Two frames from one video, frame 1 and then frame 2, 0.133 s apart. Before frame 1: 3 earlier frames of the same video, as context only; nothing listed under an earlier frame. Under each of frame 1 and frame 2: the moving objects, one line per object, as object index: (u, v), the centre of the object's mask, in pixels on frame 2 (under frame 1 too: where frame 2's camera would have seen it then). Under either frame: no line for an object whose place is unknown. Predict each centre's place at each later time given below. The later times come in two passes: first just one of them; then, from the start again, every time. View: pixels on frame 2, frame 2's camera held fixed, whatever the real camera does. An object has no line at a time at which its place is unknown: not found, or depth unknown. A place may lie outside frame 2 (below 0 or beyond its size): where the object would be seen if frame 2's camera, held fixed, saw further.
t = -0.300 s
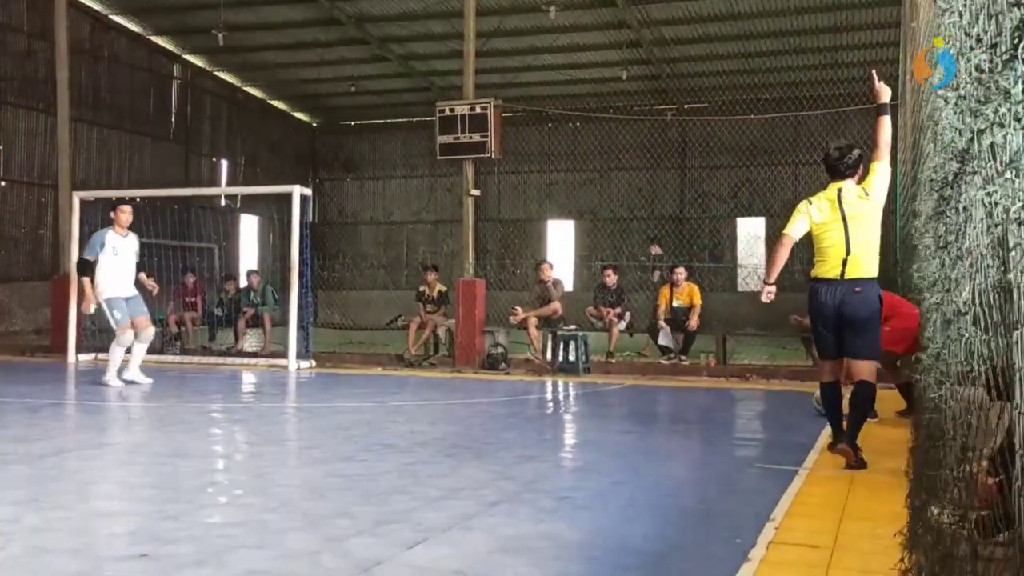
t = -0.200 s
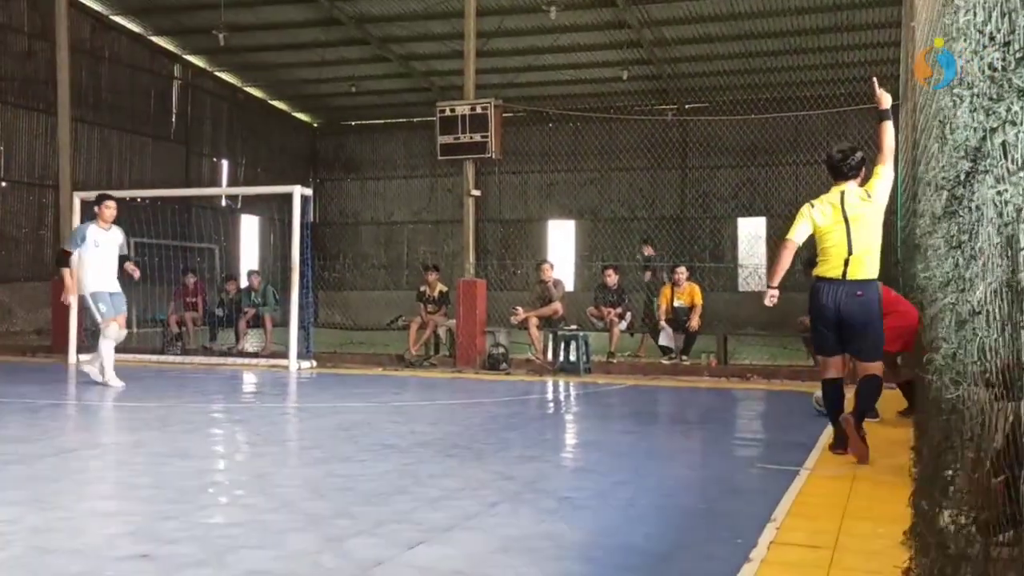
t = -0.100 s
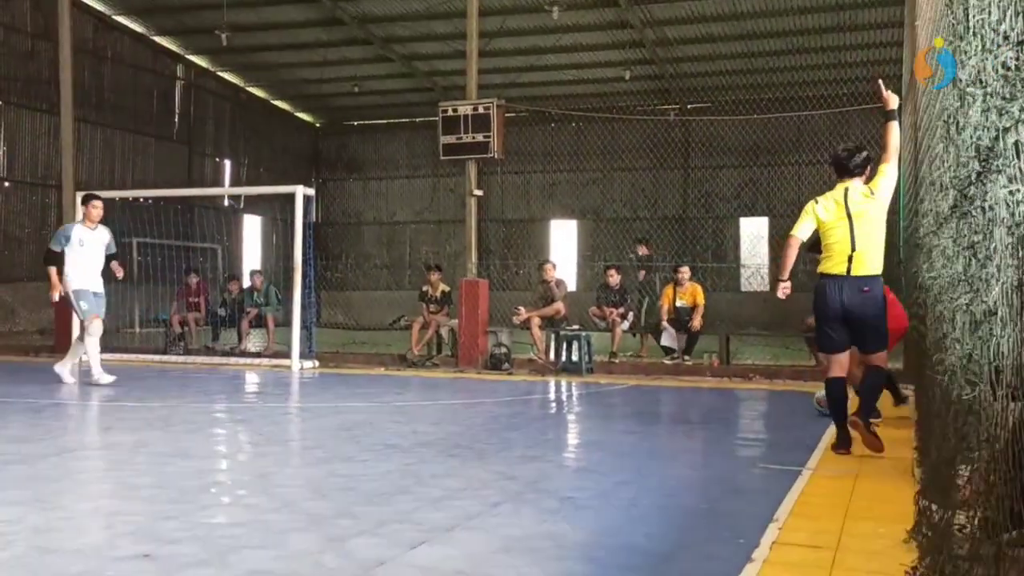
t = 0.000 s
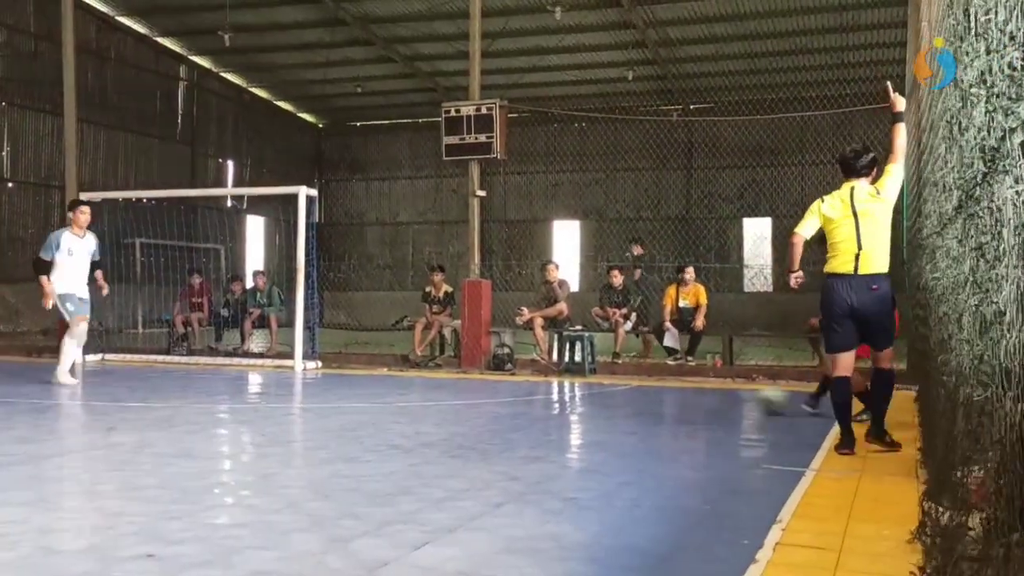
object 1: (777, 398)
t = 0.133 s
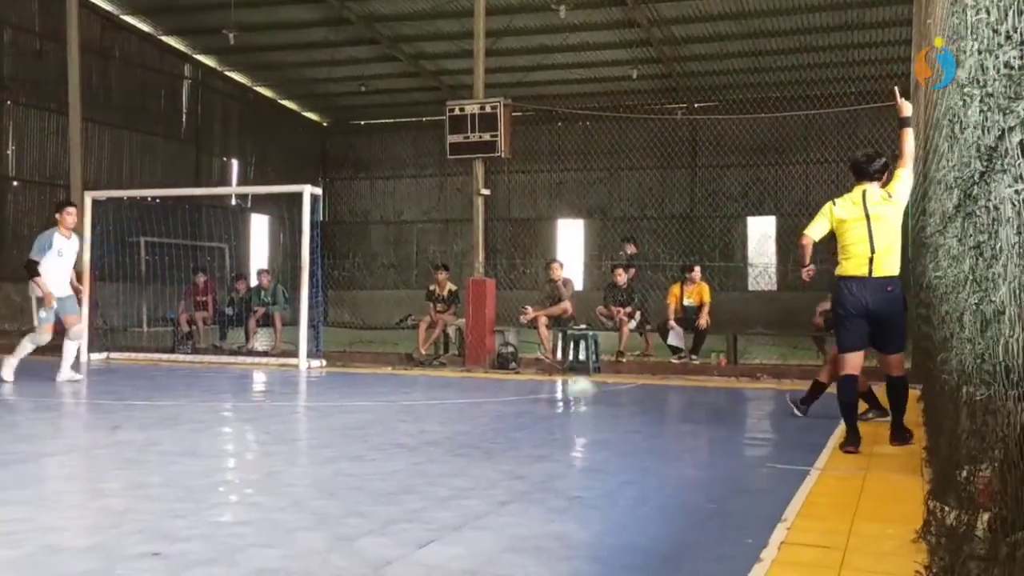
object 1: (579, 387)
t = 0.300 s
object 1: (372, 388)
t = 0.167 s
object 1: (535, 390)
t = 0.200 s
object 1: (491, 391)
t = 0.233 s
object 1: (449, 390)
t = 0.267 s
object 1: (409, 388)
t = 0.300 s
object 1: (372, 388)
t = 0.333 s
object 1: (336, 385)
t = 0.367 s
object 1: (299, 383)
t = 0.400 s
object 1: (264, 384)
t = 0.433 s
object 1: (234, 382)
